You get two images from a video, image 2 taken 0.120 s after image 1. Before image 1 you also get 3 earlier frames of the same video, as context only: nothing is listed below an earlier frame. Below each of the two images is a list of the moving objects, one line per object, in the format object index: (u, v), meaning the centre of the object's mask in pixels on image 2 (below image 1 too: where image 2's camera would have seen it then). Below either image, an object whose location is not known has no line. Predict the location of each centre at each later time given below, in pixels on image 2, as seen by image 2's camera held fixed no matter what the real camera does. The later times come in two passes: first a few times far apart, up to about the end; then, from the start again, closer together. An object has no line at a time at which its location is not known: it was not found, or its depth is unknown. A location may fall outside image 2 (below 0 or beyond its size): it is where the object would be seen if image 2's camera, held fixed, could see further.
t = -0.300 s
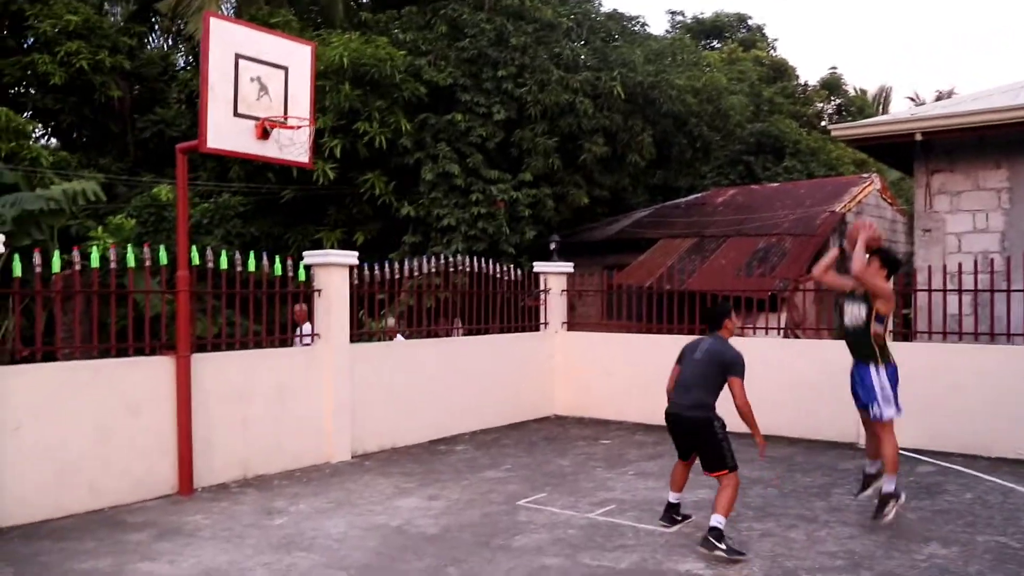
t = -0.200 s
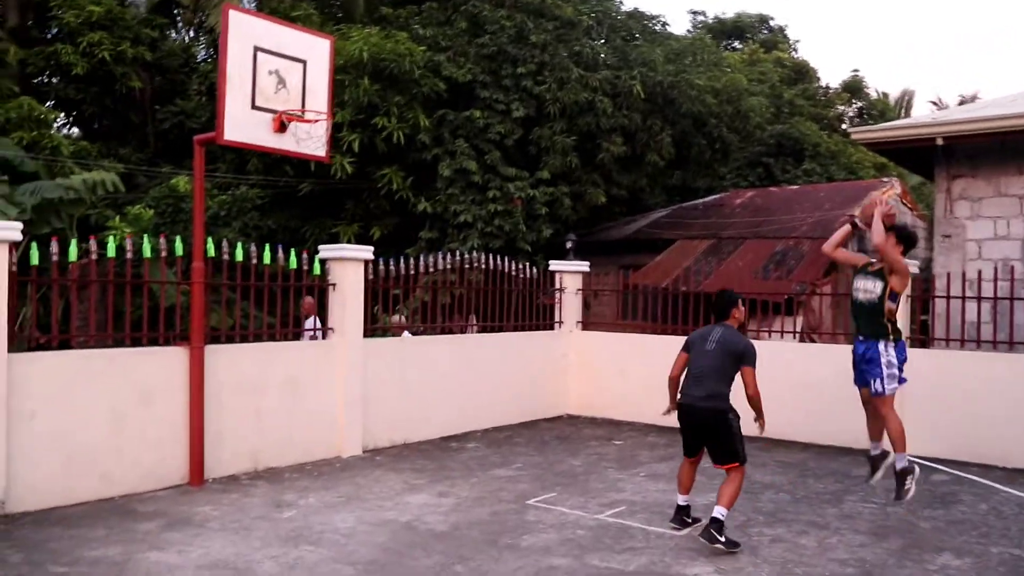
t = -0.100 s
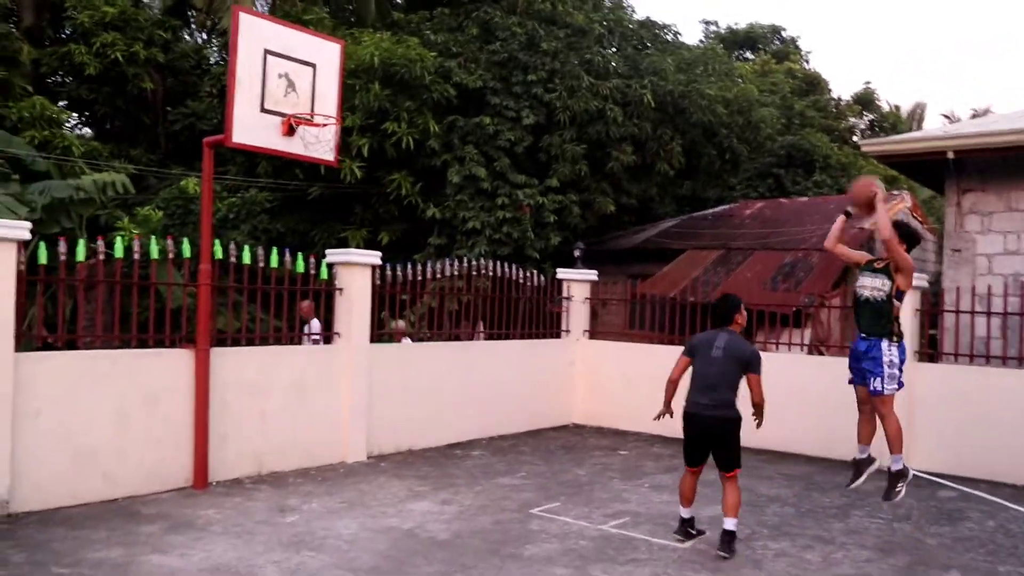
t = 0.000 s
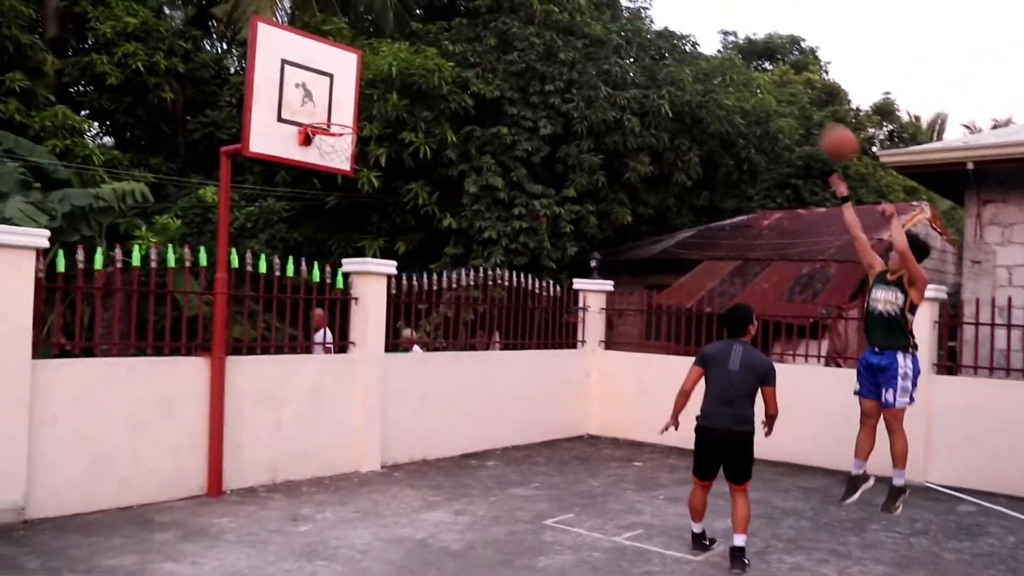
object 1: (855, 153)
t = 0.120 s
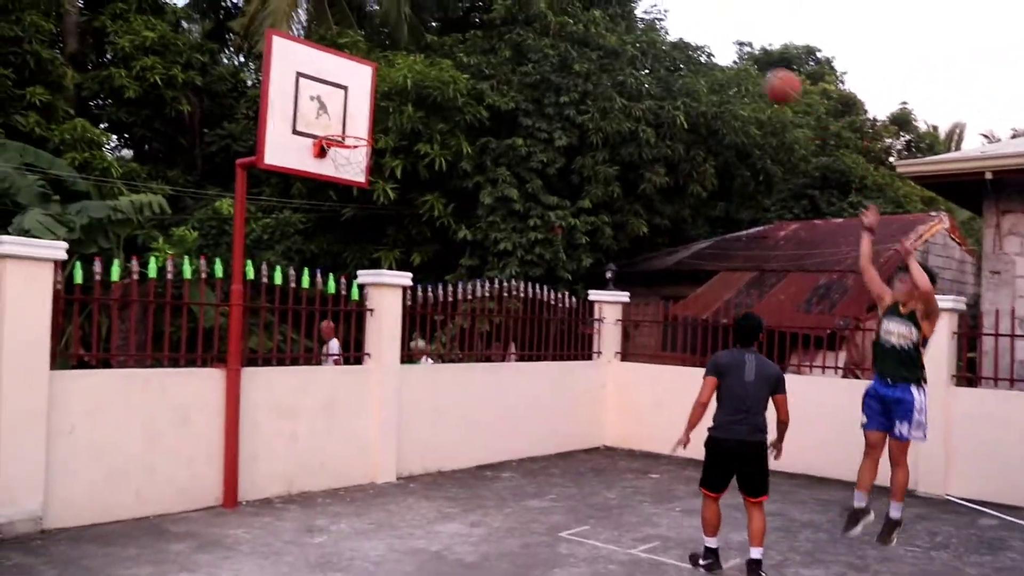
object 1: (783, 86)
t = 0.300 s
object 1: (677, 28)
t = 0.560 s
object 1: (526, 21)
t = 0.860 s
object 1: (358, 125)
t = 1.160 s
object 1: (329, 227)
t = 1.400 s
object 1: (332, 377)
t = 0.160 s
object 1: (760, 70)
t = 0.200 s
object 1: (739, 56)
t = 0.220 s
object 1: (723, 49)
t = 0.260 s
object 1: (699, 37)
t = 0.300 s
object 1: (677, 28)
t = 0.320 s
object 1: (664, 24)
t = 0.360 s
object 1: (640, 17)
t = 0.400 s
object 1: (620, 14)
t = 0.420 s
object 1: (609, 13)
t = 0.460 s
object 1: (584, 12)
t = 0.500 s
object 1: (560, 13)
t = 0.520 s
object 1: (549, 15)
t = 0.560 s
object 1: (526, 21)
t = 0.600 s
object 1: (504, 27)
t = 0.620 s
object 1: (492, 32)
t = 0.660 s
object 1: (470, 42)
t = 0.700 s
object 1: (447, 54)
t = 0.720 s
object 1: (436, 60)
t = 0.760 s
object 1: (413, 78)
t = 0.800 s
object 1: (391, 96)
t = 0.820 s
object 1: (382, 105)
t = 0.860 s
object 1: (358, 125)
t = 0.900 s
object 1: (334, 150)
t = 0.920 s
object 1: (329, 158)
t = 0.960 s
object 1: (326, 164)
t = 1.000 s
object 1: (324, 170)
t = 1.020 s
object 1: (325, 175)
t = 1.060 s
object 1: (326, 188)
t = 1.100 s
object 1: (327, 201)
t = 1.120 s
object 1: (328, 209)
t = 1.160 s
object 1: (329, 227)
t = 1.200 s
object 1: (330, 247)
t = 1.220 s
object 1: (331, 257)
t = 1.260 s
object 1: (331, 280)
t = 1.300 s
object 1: (331, 308)
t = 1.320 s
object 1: (331, 320)
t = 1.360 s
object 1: (331, 348)
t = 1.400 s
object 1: (332, 377)
